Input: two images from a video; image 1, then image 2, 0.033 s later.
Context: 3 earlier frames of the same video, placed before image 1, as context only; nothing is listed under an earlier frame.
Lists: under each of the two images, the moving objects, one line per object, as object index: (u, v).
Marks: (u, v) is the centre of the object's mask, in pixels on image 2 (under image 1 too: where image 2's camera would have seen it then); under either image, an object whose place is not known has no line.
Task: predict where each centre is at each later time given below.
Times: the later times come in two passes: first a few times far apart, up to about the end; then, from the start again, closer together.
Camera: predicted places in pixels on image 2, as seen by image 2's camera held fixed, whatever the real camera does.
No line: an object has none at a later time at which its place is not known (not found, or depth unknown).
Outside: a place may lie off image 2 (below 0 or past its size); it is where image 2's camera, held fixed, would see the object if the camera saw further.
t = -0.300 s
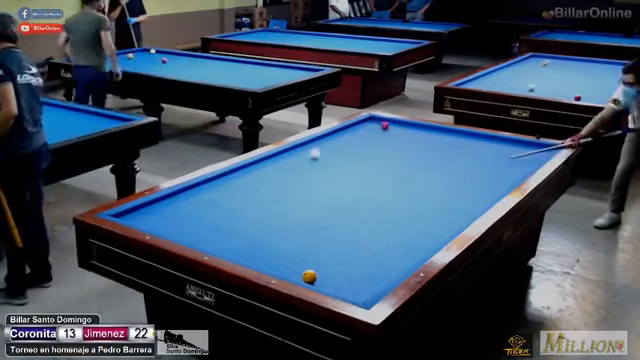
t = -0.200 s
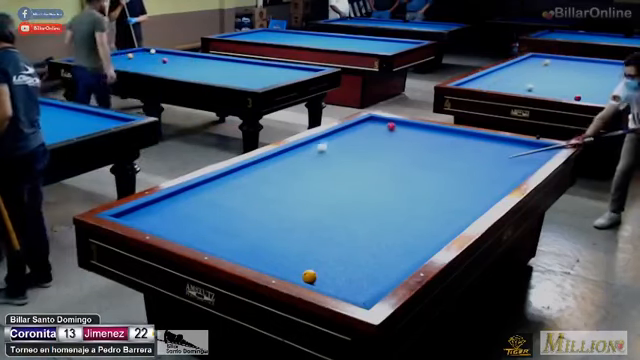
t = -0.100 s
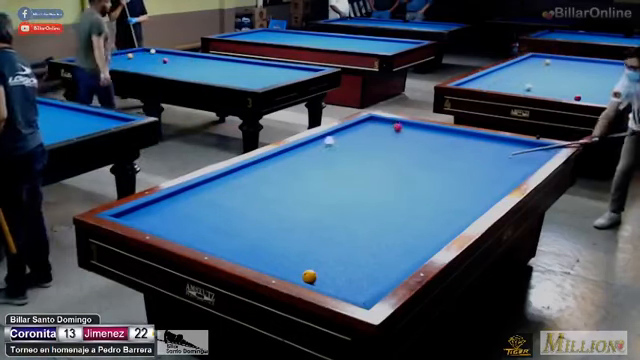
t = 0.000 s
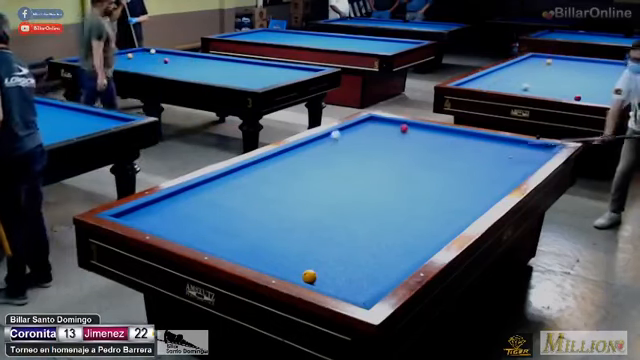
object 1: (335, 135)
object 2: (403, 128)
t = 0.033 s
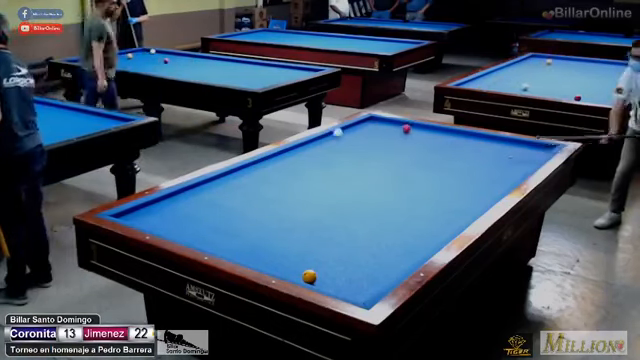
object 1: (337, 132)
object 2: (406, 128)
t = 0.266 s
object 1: (364, 123)
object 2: (420, 131)
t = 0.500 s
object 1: (381, 122)
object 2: (435, 133)
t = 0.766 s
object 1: (380, 130)
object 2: (452, 135)
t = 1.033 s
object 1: (380, 139)
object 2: (468, 137)
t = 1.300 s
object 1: (380, 148)
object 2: (485, 140)
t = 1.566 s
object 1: (380, 158)
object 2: (501, 142)
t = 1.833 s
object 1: (380, 170)
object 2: (517, 145)
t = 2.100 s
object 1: (381, 182)
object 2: (533, 147)
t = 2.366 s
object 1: (381, 196)
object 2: (547, 148)
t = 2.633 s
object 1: (381, 210)
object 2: (540, 148)
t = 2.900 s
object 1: (382, 227)
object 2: (532, 146)
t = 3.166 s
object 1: (382, 245)
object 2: (524, 145)
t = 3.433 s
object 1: (383, 264)
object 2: (518, 144)
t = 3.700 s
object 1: (373, 282)
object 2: (511, 142)
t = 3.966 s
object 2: (505, 141)
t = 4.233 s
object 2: (501, 140)
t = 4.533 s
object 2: (495, 139)
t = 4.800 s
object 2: (491, 139)
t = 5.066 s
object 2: (488, 138)
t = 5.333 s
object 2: (485, 138)
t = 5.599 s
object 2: (482, 137)
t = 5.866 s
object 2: (480, 136)
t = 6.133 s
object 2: (479, 136)
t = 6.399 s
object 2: (478, 136)
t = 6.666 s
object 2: (477, 136)
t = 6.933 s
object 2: (477, 136)
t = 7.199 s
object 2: (477, 136)
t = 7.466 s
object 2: (477, 136)
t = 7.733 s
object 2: (477, 136)
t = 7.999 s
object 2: (475, 135)
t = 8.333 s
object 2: (477, 136)
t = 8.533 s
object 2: (477, 136)
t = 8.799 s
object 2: (477, 136)
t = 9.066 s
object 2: (477, 136)
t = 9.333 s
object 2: (477, 136)
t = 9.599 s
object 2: (477, 136)
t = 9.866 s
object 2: (477, 136)
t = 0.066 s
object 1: (339, 130)
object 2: (408, 128)
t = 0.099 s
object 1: (342, 129)
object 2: (410, 129)
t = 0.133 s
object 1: (347, 128)
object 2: (412, 129)
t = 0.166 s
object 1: (352, 127)
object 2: (413, 129)
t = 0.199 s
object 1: (356, 126)
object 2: (416, 130)
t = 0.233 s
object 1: (360, 124)
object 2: (418, 130)
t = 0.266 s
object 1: (364, 123)
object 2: (420, 131)
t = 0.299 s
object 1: (369, 122)
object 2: (422, 131)
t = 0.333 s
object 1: (372, 122)
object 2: (424, 131)
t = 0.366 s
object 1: (376, 120)
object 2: (426, 131)
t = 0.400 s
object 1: (380, 119)
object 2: (429, 132)
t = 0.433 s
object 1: (382, 119)
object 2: (431, 132)
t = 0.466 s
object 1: (381, 121)
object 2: (433, 132)
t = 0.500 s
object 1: (381, 122)
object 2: (435, 133)
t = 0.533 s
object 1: (381, 123)
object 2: (437, 133)
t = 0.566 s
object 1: (380, 124)
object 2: (439, 133)
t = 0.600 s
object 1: (380, 125)
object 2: (441, 133)
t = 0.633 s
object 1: (380, 126)
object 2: (443, 134)
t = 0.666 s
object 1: (380, 127)
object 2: (445, 134)
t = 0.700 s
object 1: (380, 128)
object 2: (448, 134)
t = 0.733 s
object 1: (380, 129)
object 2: (450, 135)
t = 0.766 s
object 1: (380, 130)
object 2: (452, 135)
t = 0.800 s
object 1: (380, 131)
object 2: (454, 135)
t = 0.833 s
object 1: (380, 132)
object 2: (456, 136)
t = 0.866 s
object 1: (380, 133)
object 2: (458, 136)
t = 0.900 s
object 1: (380, 134)
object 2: (460, 136)
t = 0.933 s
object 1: (380, 136)
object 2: (462, 136)
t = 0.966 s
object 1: (380, 137)
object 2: (464, 137)
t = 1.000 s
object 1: (380, 138)
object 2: (466, 137)
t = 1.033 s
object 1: (380, 139)
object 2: (468, 137)
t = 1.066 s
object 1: (380, 140)
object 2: (470, 138)
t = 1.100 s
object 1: (380, 141)
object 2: (472, 138)
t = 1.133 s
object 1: (380, 142)
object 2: (474, 138)
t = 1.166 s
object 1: (380, 143)
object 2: (476, 139)
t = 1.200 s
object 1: (380, 144)
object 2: (478, 139)
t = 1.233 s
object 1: (380, 145)
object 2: (480, 139)
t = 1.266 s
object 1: (380, 146)
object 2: (483, 140)
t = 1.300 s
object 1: (380, 148)
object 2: (485, 140)
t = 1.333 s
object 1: (380, 150)
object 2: (487, 140)
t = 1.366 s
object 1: (380, 151)
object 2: (489, 140)
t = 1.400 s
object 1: (380, 152)
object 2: (491, 141)
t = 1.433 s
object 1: (380, 154)
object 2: (492, 141)
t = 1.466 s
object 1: (380, 155)
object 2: (495, 141)
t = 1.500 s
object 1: (380, 156)
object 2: (497, 142)
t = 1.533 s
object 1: (380, 157)
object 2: (499, 142)
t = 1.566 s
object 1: (380, 158)
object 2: (501, 142)
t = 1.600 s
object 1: (380, 160)
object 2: (503, 142)
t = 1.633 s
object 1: (380, 161)
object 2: (505, 143)
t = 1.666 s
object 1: (380, 163)
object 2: (507, 143)
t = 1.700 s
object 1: (380, 164)
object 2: (509, 143)
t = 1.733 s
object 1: (380, 166)
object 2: (511, 144)
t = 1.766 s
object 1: (380, 167)
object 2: (513, 144)
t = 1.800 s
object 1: (380, 168)
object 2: (515, 144)
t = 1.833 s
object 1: (380, 170)
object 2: (517, 145)
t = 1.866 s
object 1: (381, 171)
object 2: (519, 145)
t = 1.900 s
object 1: (381, 172)
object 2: (521, 145)
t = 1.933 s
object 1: (381, 174)
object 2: (523, 145)
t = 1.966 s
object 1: (381, 175)
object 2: (525, 146)
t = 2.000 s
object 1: (381, 177)
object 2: (527, 146)
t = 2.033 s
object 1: (381, 179)
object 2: (529, 147)
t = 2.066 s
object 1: (381, 181)
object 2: (531, 147)
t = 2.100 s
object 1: (381, 182)
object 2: (533, 147)
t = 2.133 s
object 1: (381, 184)
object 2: (535, 147)
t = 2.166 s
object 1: (381, 185)
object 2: (537, 148)
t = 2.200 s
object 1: (381, 187)
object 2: (539, 148)
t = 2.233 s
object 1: (381, 189)
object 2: (541, 148)
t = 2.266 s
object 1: (381, 190)
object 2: (543, 148)
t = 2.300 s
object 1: (381, 191)
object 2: (545, 148)
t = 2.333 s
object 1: (381, 194)
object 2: (546, 148)
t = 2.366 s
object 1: (381, 196)
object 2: (547, 148)
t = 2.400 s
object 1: (381, 197)
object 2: (547, 148)
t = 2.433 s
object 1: (381, 199)
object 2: (546, 148)
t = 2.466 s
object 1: (381, 201)
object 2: (544, 148)
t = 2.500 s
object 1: (381, 203)
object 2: (544, 148)
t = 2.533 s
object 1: (381, 205)
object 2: (543, 148)
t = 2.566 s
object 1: (381, 206)
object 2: (541, 148)
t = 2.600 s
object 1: (381, 208)
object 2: (540, 148)
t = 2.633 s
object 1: (381, 210)
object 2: (540, 148)
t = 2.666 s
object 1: (381, 212)
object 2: (539, 147)
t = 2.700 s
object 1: (381, 214)
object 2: (538, 147)
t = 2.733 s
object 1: (382, 216)
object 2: (536, 147)
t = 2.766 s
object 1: (382, 218)
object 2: (536, 147)
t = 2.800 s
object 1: (382, 220)
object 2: (534, 147)
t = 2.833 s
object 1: (382, 223)
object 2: (534, 147)
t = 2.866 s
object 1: (382, 225)
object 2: (533, 146)
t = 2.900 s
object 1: (382, 227)
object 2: (532, 146)
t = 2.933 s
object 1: (382, 229)
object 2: (530, 146)
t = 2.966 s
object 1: (382, 231)
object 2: (530, 145)
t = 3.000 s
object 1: (382, 233)
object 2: (529, 145)
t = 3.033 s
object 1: (382, 235)
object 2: (529, 145)
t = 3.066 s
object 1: (382, 237)
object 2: (527, 145)
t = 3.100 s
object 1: (382, 239)
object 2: (526, 145)
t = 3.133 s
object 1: (382, 242)
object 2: (525, 145)
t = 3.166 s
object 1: (382, 245)
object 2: (524, 145)
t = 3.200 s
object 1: (382, 247)
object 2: (523, 144)
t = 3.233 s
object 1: (382, 250)
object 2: (522, 144)
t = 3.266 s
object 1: (383, 252)
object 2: (521, 144)
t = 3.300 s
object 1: (382, 254)
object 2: (521, 144)
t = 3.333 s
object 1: (383, 257)
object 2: (520, 144)
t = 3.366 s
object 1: (383, 259)
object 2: (519, 144)
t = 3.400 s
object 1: (383, 262)
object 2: (518, 144)
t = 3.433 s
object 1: (383, 264)
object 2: (518, 144)
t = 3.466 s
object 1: (383, 267)
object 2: (517, 143)
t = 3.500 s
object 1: (383, 270)
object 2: (516, 143)
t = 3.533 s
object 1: (383, 272)
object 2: (515, 143)
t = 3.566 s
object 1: (383, 275)
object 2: (515, 143)
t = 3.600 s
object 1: (383, 277)
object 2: (513, 143)
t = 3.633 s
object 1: (381, 279)
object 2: (513, 142)
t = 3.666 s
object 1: (377, 281)
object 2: (512, 142)
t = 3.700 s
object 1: (373, 282)
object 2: (511, 142)
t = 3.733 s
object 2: (511, 142)
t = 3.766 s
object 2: (510, 142)
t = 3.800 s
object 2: (509, 142)
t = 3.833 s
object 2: (508, 142)
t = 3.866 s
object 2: (508, 142)
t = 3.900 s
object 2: (507, 141)
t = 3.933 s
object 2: (506, 141)
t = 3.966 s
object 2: (505, 141)
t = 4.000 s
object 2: (505, 141)
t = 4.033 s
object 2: (504, 141)
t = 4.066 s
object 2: (504, 141)
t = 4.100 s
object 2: (503, 141)
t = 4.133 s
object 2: (503, 141)
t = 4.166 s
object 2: (502, 140)
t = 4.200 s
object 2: (501, 140)
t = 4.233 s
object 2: (501, 140)
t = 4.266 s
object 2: (500, 140)
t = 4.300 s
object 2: (500, 140)
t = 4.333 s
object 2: (499, 140)
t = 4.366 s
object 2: (498, 140)
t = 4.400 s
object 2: (497, 140)
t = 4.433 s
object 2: (497, 140)
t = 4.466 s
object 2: (496, 140)
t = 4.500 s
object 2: (496, 140)
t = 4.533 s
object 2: (495, 139)
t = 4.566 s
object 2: (495, 139)
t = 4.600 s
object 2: (494, 139)
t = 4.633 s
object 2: (493, 139)
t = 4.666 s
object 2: (494, 139)
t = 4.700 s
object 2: (493, 139)
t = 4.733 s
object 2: (492, 139)
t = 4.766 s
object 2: (491, 139)
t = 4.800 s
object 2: (491, 139)
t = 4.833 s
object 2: (491, 139)
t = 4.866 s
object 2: (490, 139)
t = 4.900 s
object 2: (490, 138)
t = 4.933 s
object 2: (490, 138)
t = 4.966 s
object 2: (489, 138)
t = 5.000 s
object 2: (489, 138)
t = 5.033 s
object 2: (488, 138)
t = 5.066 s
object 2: (488, 138)
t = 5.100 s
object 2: (487, 138)
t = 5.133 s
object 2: (487, 138)
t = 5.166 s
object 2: (486, 138)
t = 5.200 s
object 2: (486, 138)
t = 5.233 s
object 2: (486, 138)
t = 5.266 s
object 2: (485, 138)
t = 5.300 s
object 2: (485, 137)
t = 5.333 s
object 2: (485, 138)
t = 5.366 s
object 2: (484, 137)
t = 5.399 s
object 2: (484, 137)
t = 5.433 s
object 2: (484, 137)
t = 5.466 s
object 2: (483, 137)
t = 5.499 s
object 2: (483, 137)
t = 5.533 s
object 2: (482, 137)
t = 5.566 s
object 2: (482, 137)
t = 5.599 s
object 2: (482, 137)
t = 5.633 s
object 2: (482, 137)
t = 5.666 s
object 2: (481, 137)
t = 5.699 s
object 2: (481, 137)
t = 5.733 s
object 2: (481, 137)
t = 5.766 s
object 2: (481, 137)
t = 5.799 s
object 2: (481, 137)
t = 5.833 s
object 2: (481, 137)
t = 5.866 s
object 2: (480, 136)
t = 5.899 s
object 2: (480, 136)
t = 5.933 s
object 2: (480, 136)
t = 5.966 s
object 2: (480, 136)
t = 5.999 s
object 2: (479, 136)
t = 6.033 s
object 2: (479, 136)
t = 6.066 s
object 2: (479, 136)
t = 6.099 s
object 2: (479, 136)
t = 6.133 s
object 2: (479, 136)
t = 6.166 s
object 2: (478, 136)
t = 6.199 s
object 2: (478, 136)
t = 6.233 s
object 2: (478, 136)
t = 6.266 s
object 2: (478, 136)
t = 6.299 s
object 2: (478, 136)
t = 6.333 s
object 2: (478, 136)
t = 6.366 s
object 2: (478, 136)
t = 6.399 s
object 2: (478, 136)
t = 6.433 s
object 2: (478, 136)
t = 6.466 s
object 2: (478, 136)
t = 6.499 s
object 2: (477, 136)
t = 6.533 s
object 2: (477, 136)
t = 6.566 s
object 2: (477, 136)
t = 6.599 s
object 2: (477, 136)
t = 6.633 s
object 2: (477, 136)
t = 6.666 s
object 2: (477, 136)
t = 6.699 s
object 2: (477, 136)
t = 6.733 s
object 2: (477, 136)
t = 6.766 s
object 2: (477, 136)
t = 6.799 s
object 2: (477, 136)
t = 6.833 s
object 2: (477, 136)
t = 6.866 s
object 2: (477, 136)
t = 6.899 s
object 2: (477, 136)
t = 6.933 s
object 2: (477, 136)
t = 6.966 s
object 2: (477, 136)
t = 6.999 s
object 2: (477, 136)
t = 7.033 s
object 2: (477, 136)
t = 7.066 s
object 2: (477, 136)
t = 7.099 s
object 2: (477, 136)
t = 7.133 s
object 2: (477, 136)
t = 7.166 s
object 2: (477, 136)
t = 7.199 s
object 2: (477, 136)
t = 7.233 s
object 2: (477, 136)
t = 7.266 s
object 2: (477, 136)
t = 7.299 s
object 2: (477, 136)
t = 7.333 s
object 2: (477, 136)
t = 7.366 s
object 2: (477, 136)
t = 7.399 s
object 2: (477, 136)
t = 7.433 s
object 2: (477, 136)
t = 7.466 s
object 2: (477, 136)
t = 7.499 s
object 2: (477, 136)
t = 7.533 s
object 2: (477, 136)
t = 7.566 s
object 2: (477, 136)
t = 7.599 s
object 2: (477, 136)
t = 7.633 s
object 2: (477, 136)
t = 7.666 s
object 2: (477, 136)
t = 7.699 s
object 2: (477, 136)
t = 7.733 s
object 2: (477, 136)
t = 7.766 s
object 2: (477, 136)
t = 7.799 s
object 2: (477, 136)
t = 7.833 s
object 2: (477, 136)
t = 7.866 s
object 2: (477, 136)
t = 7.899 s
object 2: (477, 136)
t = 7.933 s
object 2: (477, 136)
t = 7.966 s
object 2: (476, 136)
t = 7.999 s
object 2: (475, 135)
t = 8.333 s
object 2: (477, 136)
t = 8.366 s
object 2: (477, 136)
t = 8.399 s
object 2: (477, 136)
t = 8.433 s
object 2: (477, 136)
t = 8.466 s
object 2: (477, 136)
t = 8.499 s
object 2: (477, 136)
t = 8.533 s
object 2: (477, 136)
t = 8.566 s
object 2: (477, 136)
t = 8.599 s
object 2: (477, 136)
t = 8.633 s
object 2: (477, 136)
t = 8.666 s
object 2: (477, 136)
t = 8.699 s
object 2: (477, 136)
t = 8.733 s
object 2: (477, 136)
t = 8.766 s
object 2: (477, 136)
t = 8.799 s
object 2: (477, 136)
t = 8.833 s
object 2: (477, 136)
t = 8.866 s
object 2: (477, 136)
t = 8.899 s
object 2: (477, 136)
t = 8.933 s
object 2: (477, 136)
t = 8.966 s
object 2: (477, 136)
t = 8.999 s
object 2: (477, 136)
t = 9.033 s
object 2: (477, 136)
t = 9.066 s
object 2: (477, 136)
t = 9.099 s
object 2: (477, 136)
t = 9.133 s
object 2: (477, 136)
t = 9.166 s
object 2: (477, 136)
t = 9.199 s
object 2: (477, 136)
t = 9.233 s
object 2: (477, 136)
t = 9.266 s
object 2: (477, 136)
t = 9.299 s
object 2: (477, 136)
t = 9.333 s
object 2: (477, 136)
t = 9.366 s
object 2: (477, 136)
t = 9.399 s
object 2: (477, 136)
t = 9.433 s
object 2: (477, 136)
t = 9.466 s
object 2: (477, 136)
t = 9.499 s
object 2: (477, 136)
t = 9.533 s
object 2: (477, 136)
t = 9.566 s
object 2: (477, 136)
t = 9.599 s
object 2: (477, 136)
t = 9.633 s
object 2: (477, 136)
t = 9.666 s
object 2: (476, 136)
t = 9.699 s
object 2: (477, 136)
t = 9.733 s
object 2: (476, 136)
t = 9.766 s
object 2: (476, 136)
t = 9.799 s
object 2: (477, 136)
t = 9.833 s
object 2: (477, 136)
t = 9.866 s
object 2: (477, 136)
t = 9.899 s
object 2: (477, 136)
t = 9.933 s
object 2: (477, 136)
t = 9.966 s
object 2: (477, 136)
